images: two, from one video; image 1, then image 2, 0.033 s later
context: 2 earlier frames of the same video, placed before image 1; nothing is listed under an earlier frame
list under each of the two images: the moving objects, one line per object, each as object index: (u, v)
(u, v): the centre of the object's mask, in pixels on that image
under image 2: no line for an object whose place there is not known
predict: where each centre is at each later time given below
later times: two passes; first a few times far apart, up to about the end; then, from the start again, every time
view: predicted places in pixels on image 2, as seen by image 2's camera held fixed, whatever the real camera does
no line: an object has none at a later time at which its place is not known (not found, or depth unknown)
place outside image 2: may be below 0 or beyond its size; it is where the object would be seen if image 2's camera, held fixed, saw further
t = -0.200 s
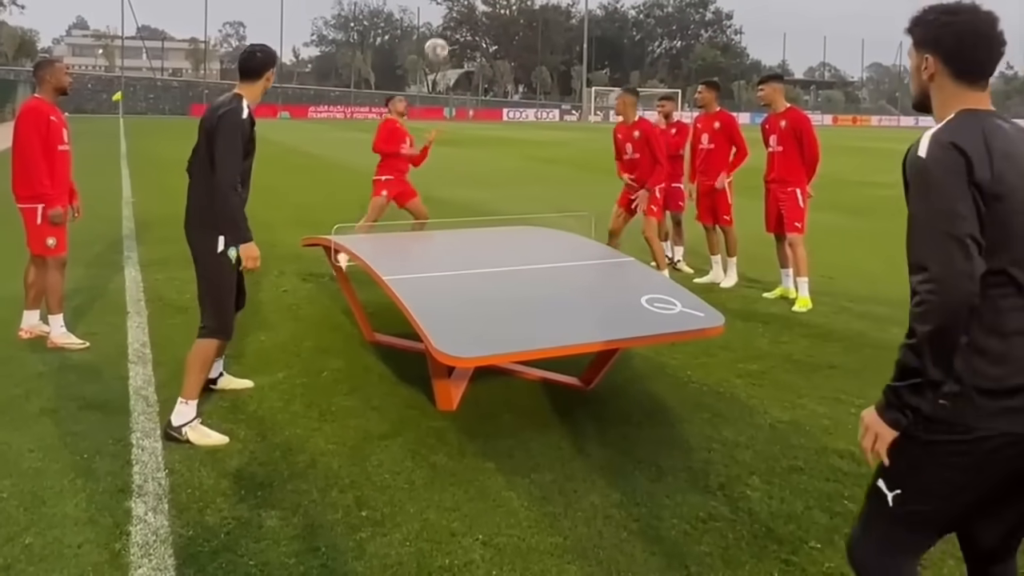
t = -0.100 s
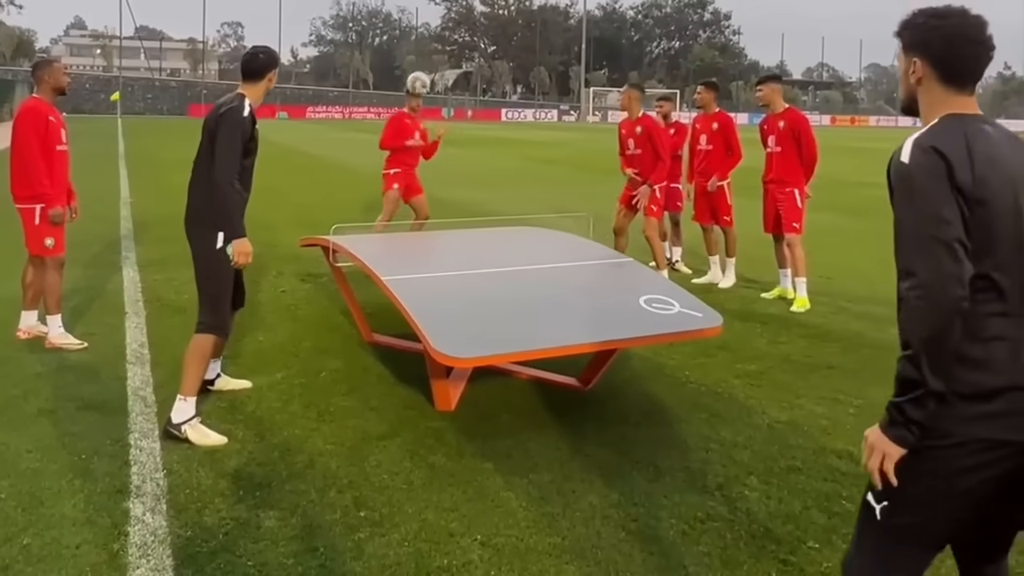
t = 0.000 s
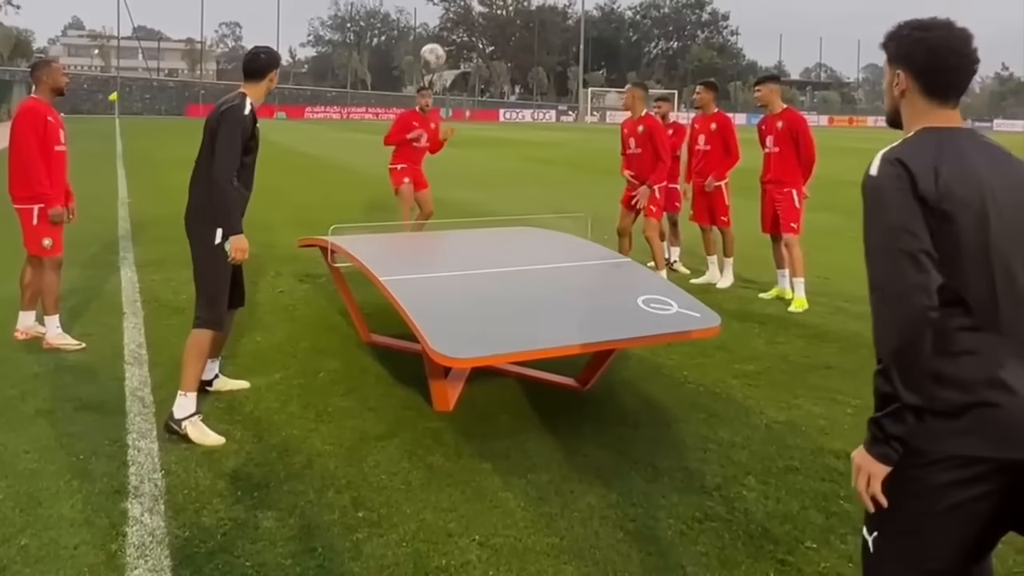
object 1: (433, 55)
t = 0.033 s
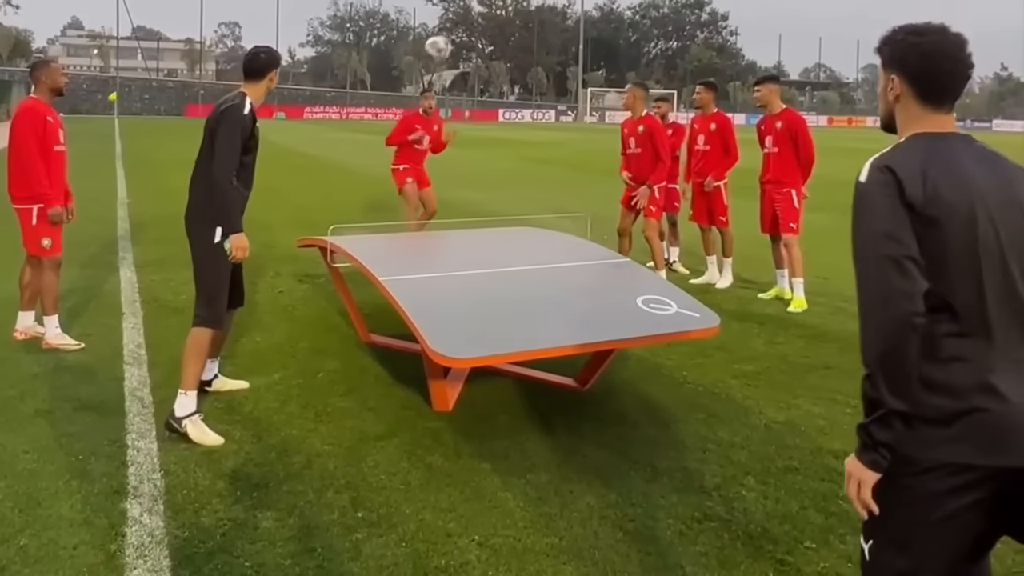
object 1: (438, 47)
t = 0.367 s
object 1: (516, 32)
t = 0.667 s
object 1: (641, 198)
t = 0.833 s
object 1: (755, 449)
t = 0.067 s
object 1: (444, 40)
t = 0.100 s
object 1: (451, 34)
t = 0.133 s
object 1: (457, 29)
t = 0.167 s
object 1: (464, 26)
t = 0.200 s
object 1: (473, 22)
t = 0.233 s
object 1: (480, 21)
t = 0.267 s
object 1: (488, 21)
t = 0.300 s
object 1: (497, 23)
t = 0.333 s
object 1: (507, 27)
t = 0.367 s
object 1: (516, 32)
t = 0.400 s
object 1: (527, 40)
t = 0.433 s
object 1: (538, 49)
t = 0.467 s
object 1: (549, 61)
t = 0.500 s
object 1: (562, 76)
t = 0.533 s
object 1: (576, 92)
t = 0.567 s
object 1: (590, 114)
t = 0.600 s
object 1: (606, 138)
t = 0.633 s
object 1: (622, 166)
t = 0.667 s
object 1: (641, 198)
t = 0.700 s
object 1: (659, 235)
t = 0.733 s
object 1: (684, 278)
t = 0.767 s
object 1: (706, 329)
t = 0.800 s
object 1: (728, 384)
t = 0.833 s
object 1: (755, 449)
